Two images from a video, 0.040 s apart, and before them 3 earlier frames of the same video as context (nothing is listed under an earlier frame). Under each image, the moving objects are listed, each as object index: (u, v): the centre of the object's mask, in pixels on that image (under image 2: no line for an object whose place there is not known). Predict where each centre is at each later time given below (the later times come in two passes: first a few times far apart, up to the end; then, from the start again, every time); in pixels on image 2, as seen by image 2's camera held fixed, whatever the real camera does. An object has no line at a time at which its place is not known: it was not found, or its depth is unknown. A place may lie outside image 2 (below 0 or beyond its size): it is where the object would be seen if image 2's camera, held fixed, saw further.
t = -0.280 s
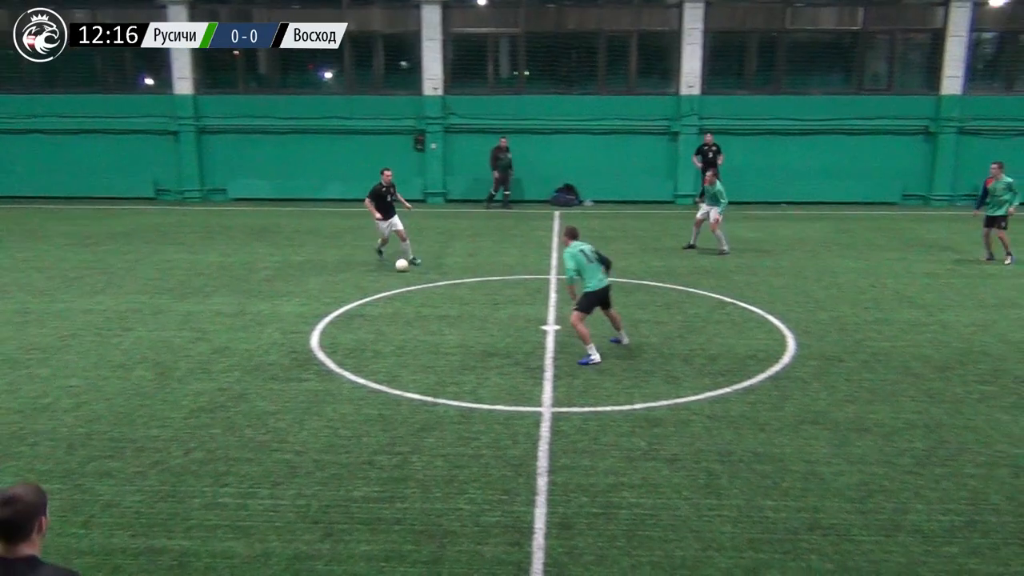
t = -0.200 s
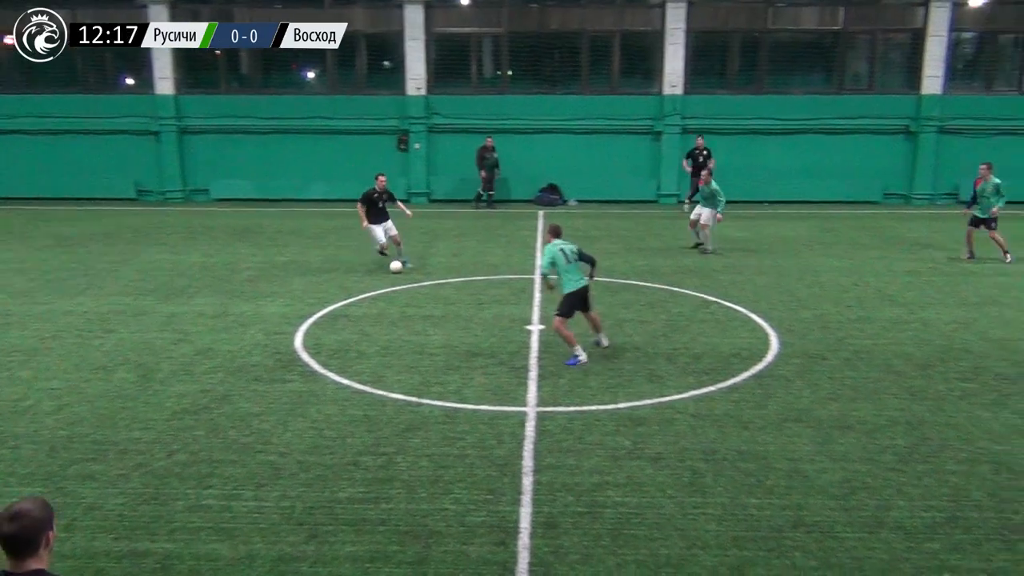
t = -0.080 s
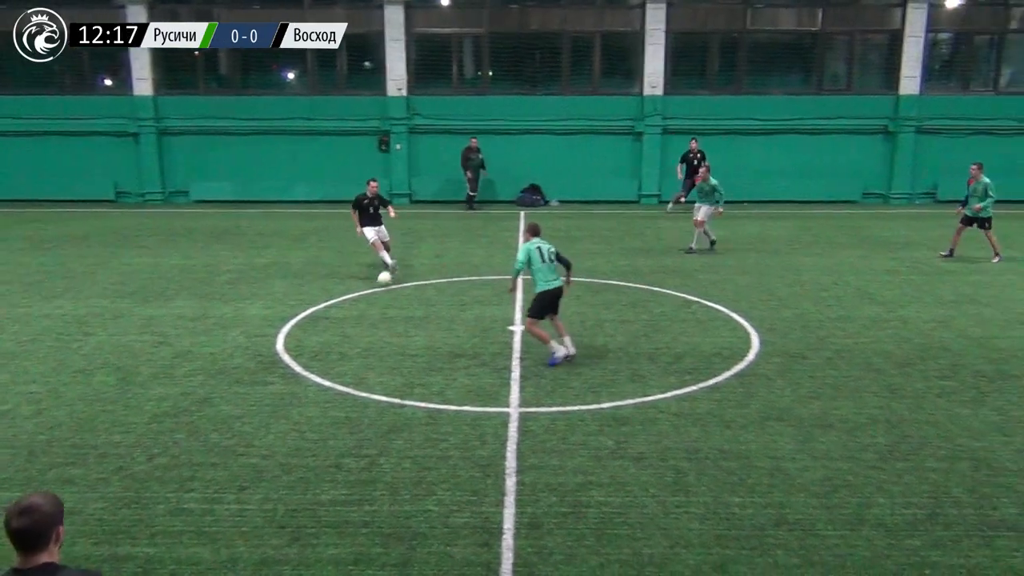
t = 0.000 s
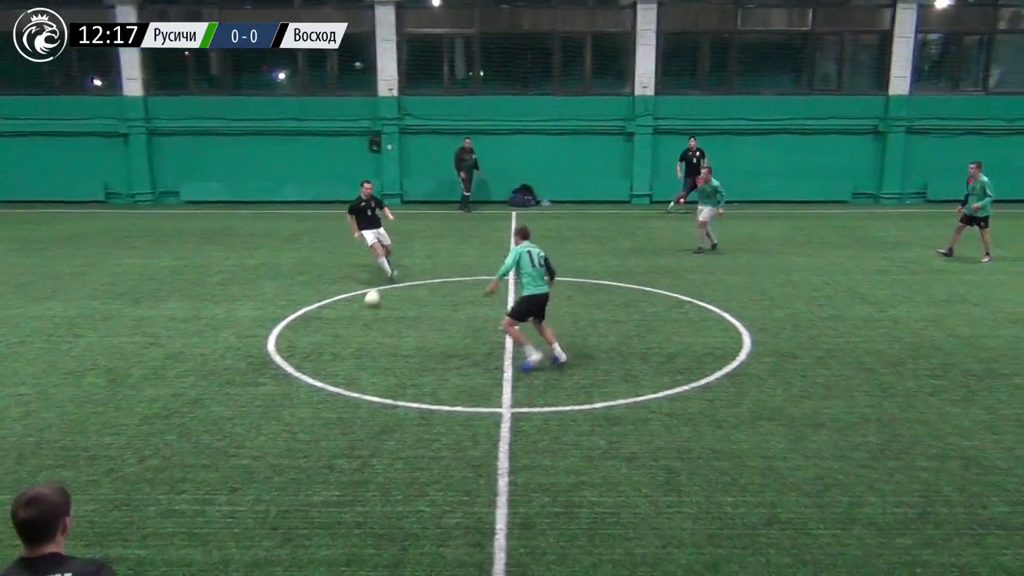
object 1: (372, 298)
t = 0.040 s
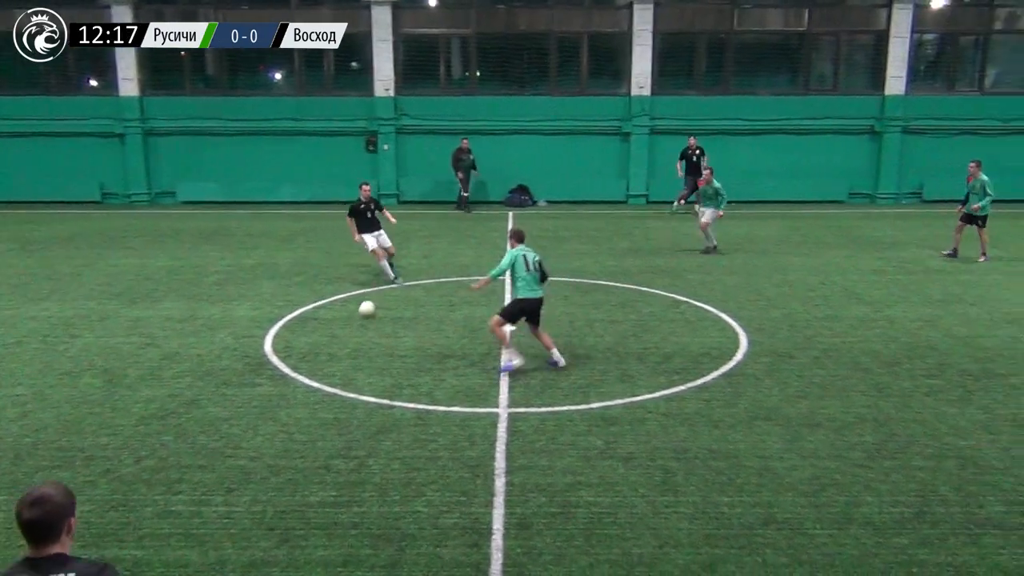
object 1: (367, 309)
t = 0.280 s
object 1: (345, 372)
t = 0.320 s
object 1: (340, 387)
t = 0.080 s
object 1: (363, 318)
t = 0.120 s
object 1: (360, 328)
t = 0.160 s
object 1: (357, 341)
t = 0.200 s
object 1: (353, 351)
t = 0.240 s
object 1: (349, 360)
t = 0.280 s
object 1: (345, 372)
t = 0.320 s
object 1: (340, 387)
